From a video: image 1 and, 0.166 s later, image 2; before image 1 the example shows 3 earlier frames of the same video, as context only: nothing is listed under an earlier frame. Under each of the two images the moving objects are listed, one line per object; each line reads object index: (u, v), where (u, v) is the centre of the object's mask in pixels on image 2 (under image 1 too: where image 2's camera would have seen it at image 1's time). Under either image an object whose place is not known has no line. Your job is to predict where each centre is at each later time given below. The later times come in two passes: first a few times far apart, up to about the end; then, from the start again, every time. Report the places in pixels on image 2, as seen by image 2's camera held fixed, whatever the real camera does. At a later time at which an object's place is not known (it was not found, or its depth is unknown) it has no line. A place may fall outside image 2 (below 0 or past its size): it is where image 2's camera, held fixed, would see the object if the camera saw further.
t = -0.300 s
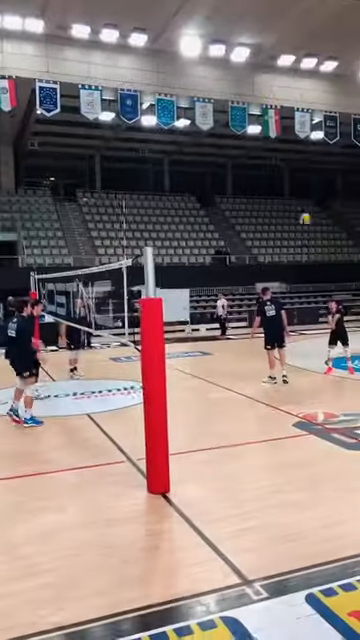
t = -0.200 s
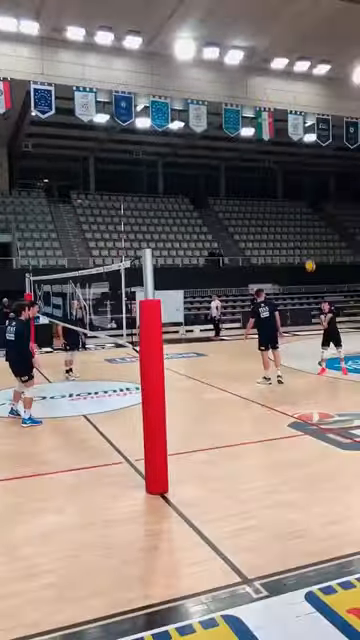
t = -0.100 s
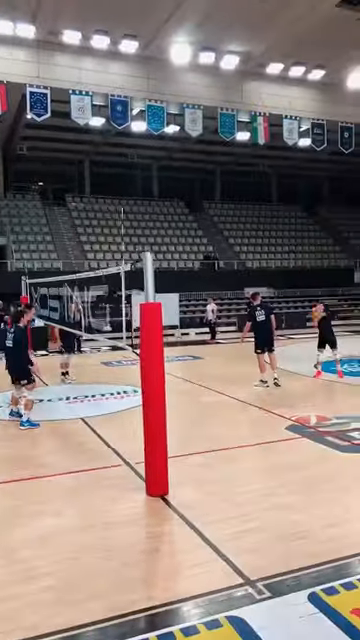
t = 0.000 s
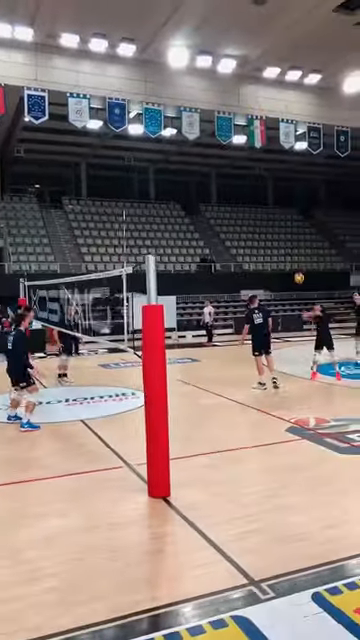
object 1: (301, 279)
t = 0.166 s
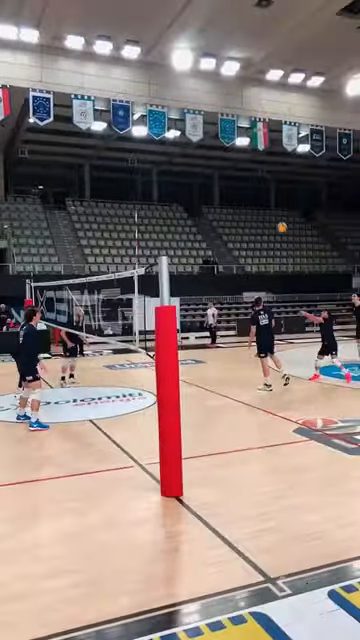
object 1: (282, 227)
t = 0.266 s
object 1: (271, 203)
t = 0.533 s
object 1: (243, 161)
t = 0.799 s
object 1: (215, 152)
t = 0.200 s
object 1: (278, 219)
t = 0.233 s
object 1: (274, 210)
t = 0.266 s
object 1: (271, 203)
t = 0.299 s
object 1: (267, 196)
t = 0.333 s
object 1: (263, 189)
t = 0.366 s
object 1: (260, 184)
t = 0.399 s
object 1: (256, 177)
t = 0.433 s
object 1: (252, 173)
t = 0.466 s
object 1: (250, 168)
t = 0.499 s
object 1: (246, 165)
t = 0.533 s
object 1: (243, 161)
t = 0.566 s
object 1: (238, 158)
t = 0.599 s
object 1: (234, 155)
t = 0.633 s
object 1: (231, 154)
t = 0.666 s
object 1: (228, 152)
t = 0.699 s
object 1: (225, 151)
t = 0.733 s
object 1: (223, 150)
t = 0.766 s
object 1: (219, 151)
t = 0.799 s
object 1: (215, 152)
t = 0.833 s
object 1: (212, 152)
